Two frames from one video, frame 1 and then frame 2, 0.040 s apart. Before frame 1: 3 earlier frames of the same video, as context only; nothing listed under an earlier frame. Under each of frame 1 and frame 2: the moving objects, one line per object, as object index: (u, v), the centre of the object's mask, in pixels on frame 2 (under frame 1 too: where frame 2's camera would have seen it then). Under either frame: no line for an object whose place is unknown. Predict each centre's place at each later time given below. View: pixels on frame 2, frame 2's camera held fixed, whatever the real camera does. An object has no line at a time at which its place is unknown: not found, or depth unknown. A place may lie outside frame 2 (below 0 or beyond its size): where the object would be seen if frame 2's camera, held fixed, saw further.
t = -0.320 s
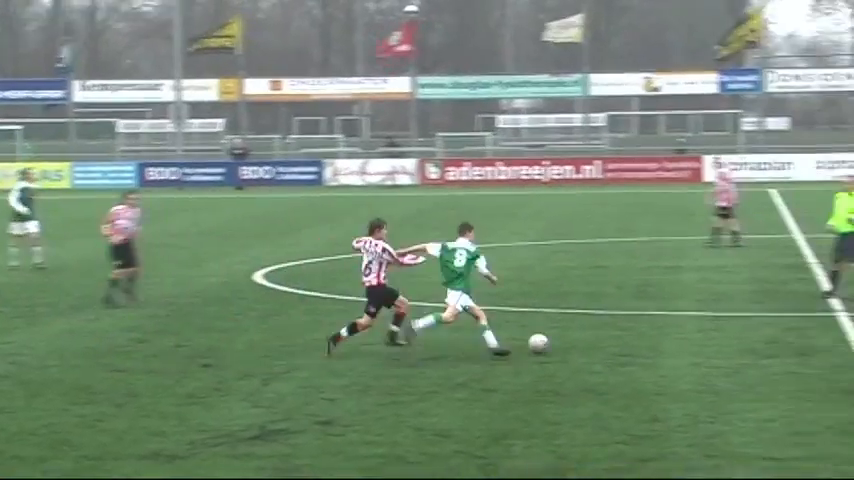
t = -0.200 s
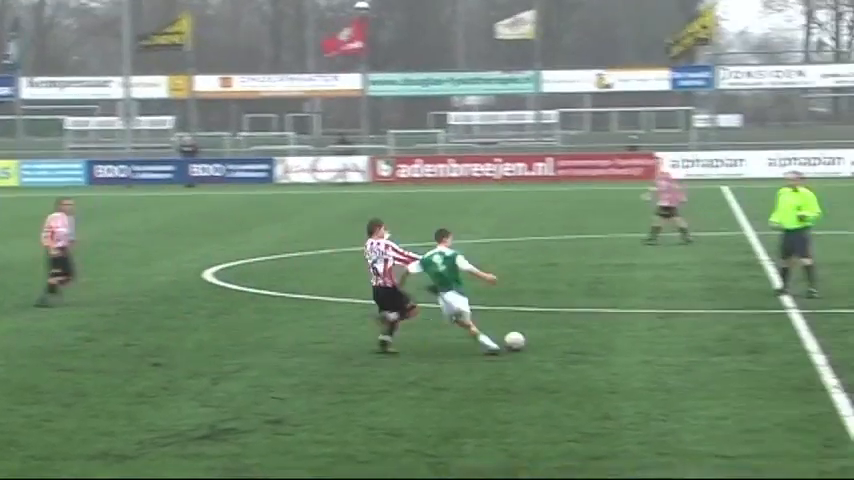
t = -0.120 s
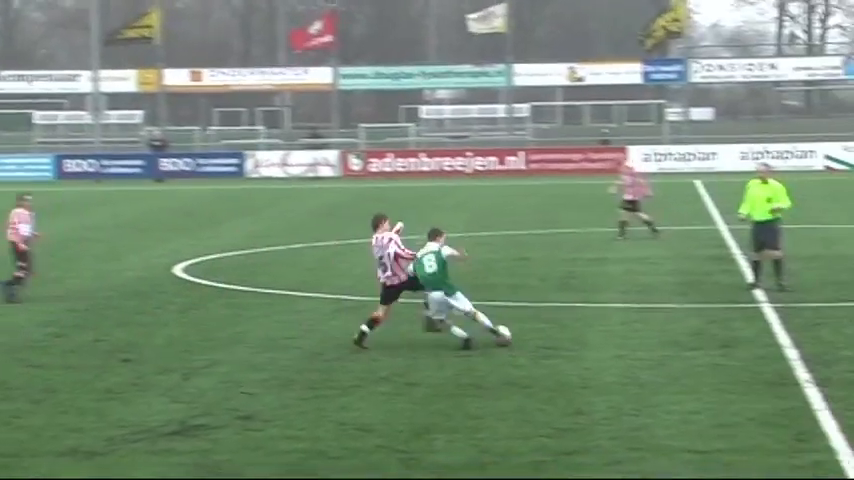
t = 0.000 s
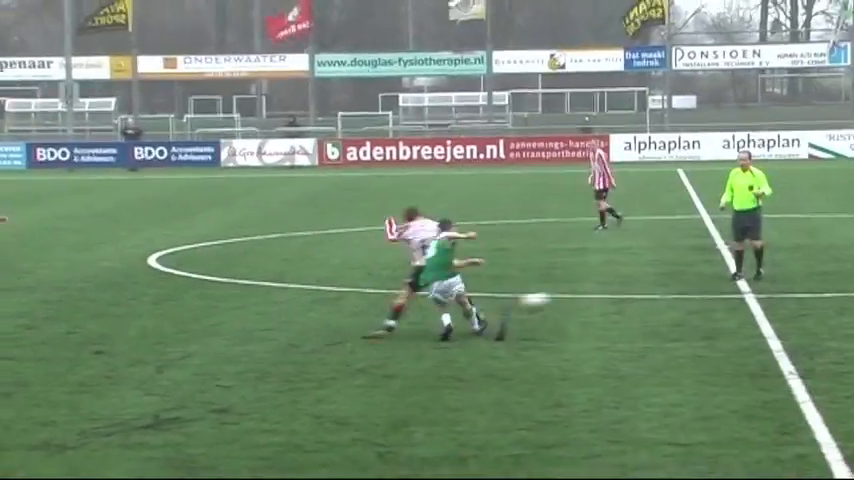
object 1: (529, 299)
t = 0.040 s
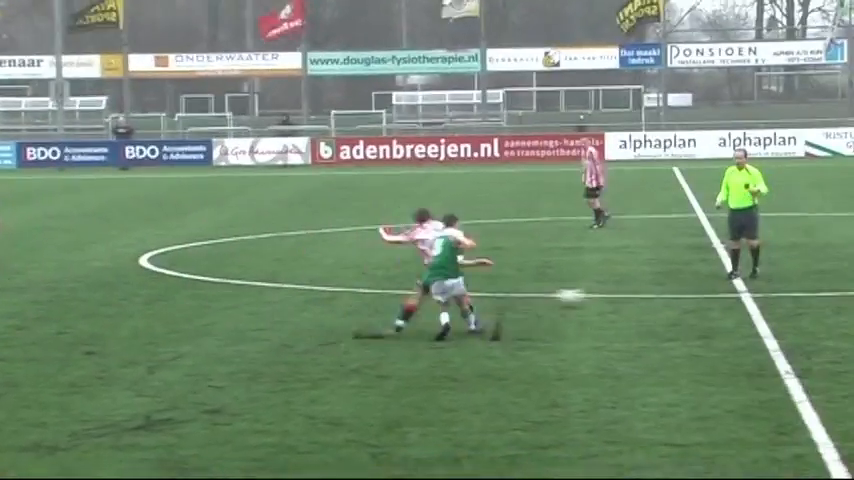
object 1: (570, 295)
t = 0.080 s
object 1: (609, 294)
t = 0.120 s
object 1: (646, 293)
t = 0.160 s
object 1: (683, 294)
